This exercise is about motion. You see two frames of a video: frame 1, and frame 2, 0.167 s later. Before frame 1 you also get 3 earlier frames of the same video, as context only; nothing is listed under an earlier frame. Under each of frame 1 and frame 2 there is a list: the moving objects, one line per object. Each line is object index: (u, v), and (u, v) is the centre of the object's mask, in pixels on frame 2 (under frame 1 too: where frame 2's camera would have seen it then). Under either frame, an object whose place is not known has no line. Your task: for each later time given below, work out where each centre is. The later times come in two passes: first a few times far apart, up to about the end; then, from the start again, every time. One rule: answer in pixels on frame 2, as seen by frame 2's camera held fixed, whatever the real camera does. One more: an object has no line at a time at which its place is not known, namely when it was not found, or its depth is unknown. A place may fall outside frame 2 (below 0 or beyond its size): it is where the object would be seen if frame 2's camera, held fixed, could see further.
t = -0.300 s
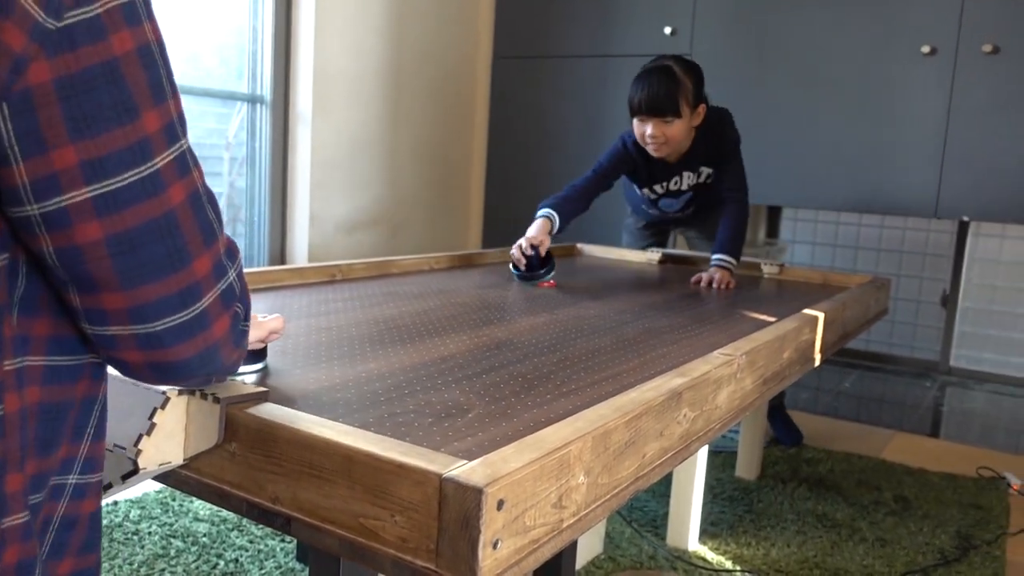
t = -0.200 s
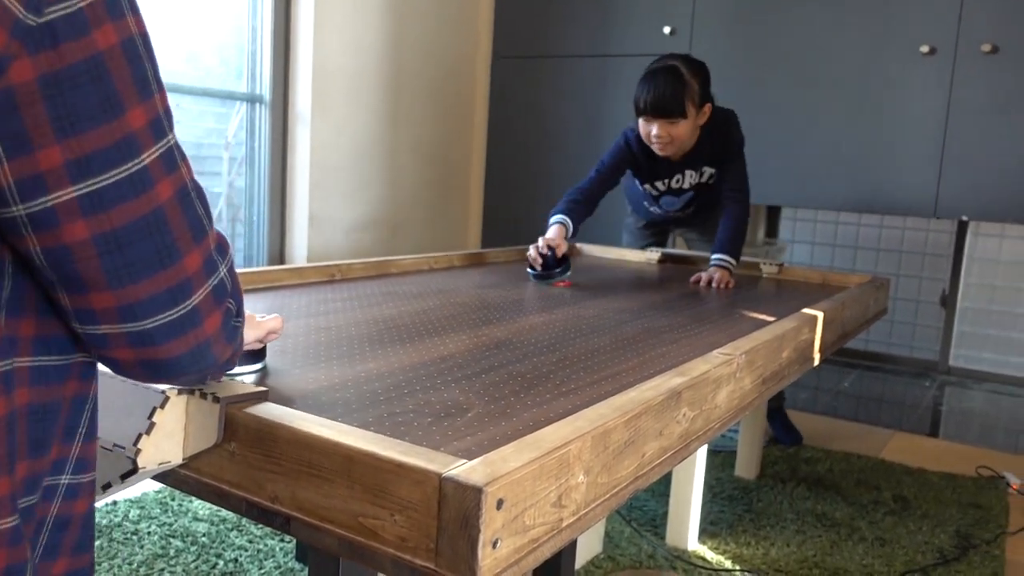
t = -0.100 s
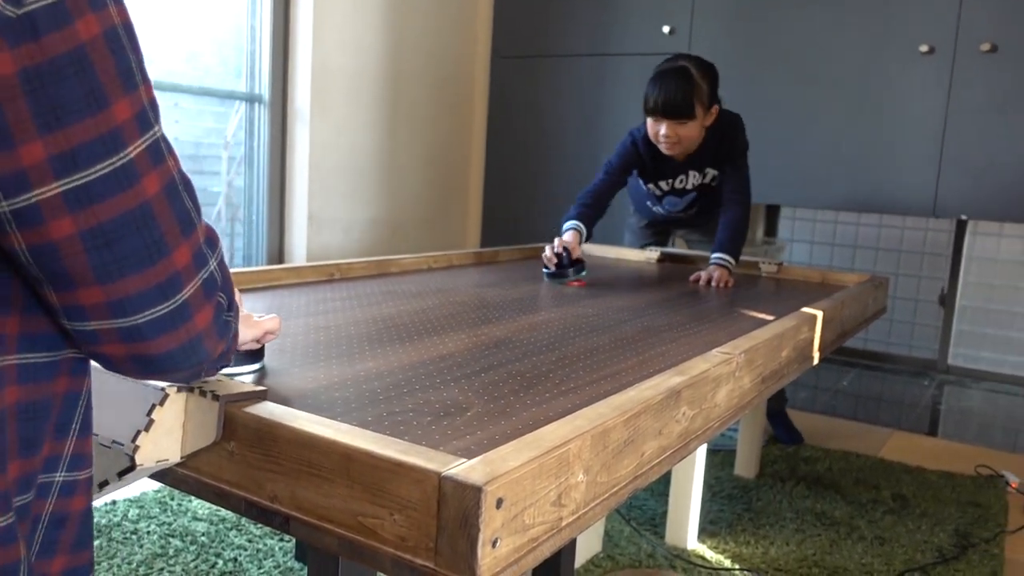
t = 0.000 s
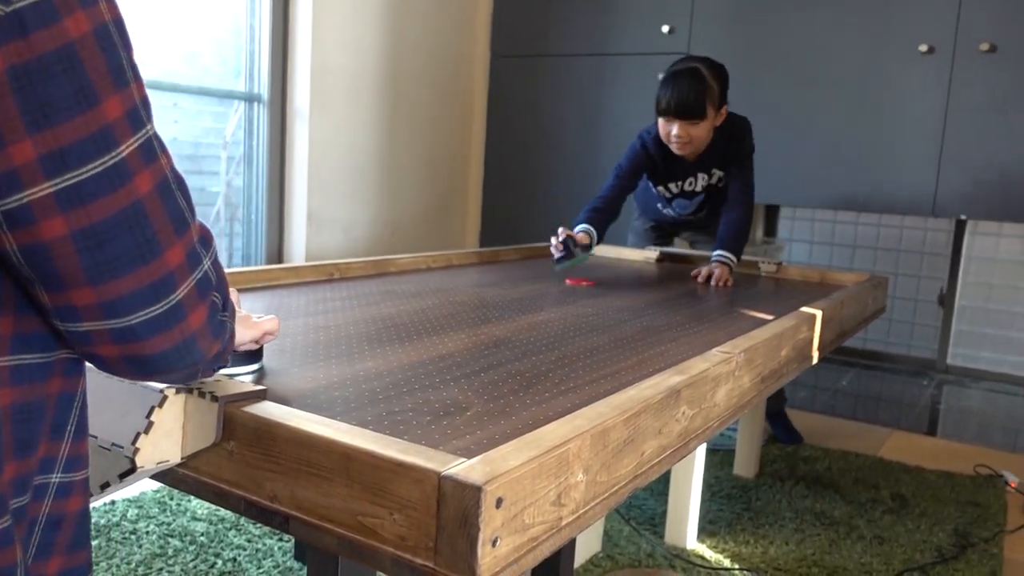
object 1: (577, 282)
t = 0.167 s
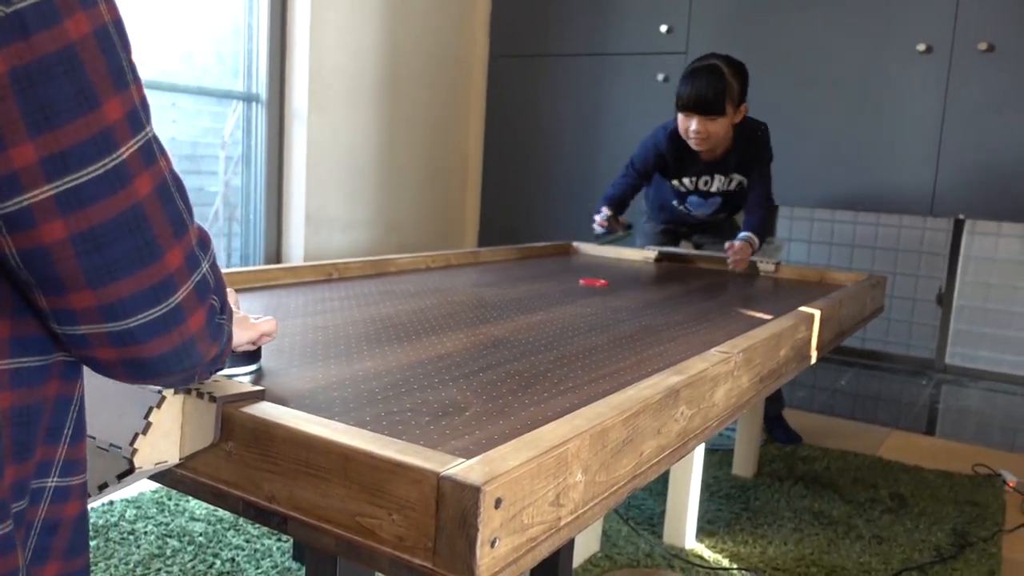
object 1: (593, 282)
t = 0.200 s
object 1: (596, 282)
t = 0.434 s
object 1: (616, 283)
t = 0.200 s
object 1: (596, 282)
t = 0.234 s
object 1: (599, 283)
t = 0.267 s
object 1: (602, 283)
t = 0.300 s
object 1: (605, 283)
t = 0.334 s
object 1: (607, 283)
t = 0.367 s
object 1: (610, 283)
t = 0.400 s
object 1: (613, 283)
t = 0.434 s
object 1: (616, 283)
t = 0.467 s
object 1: (618, 283)
